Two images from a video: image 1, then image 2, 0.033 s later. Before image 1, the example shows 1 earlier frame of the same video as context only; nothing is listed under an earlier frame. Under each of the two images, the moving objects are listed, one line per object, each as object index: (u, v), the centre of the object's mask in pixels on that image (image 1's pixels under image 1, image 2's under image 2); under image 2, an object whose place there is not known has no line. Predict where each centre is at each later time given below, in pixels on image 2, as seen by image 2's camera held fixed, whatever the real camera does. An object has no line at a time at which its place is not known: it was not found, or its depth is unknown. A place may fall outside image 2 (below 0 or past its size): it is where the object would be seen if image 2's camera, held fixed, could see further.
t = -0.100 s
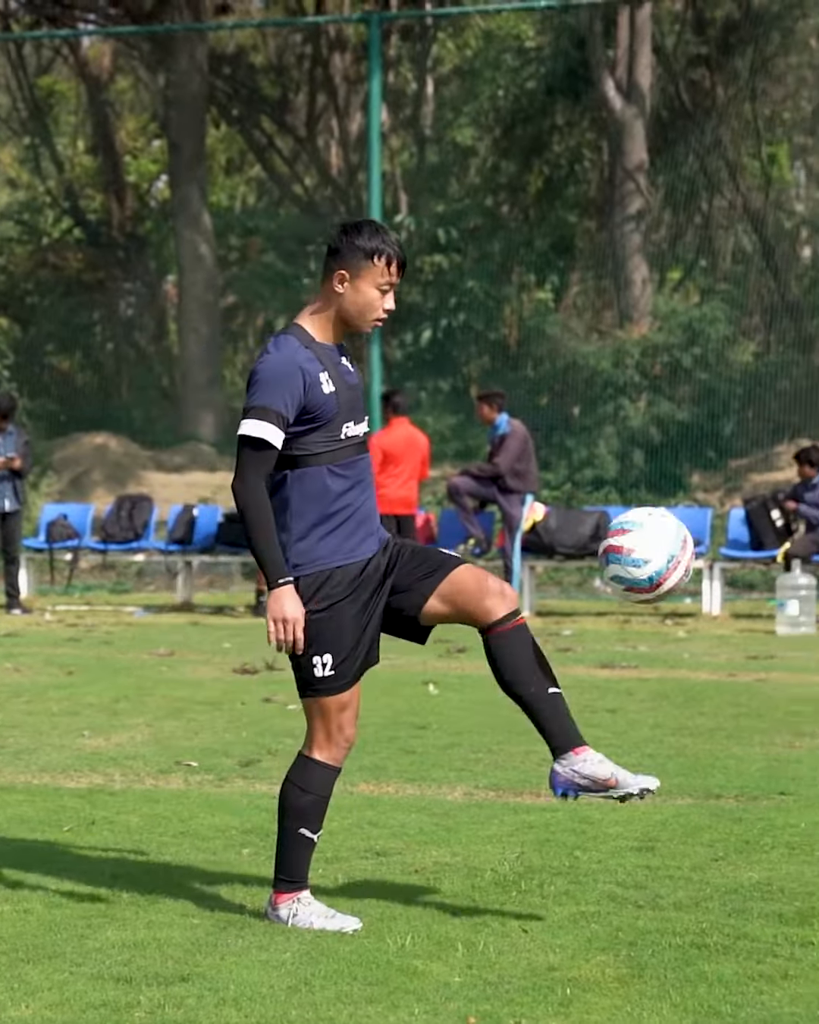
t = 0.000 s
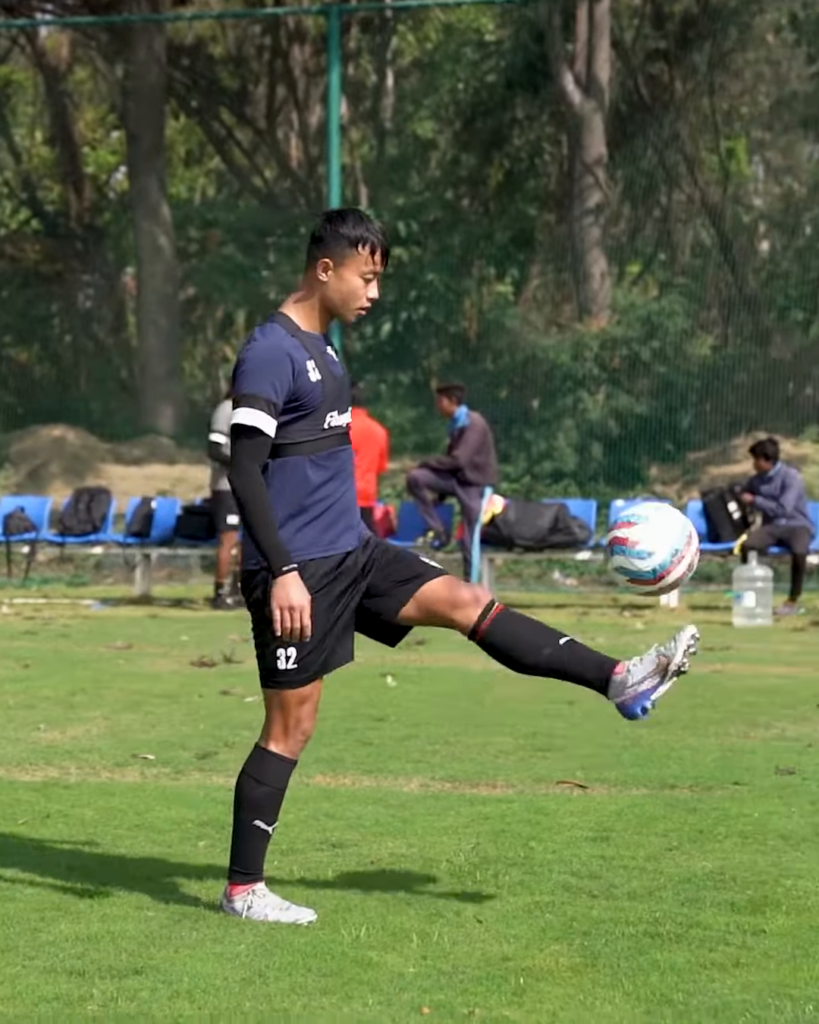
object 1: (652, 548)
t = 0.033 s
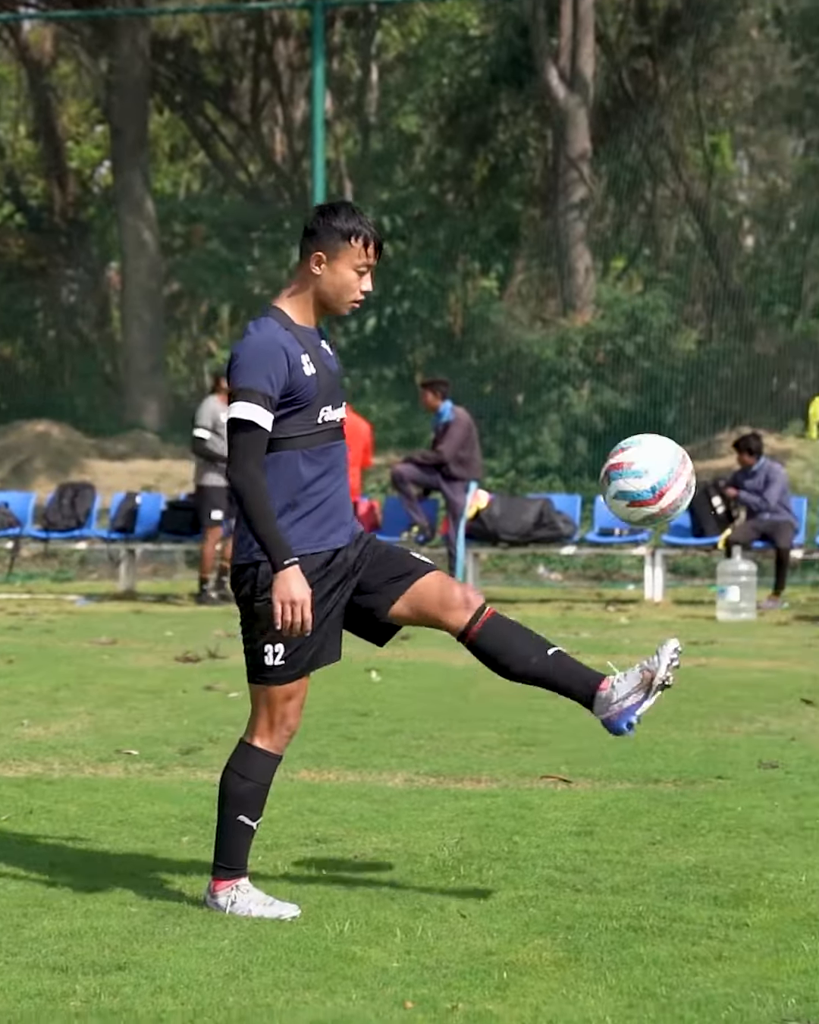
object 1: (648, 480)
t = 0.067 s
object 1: (660, 422)
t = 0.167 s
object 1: (696, 274)
